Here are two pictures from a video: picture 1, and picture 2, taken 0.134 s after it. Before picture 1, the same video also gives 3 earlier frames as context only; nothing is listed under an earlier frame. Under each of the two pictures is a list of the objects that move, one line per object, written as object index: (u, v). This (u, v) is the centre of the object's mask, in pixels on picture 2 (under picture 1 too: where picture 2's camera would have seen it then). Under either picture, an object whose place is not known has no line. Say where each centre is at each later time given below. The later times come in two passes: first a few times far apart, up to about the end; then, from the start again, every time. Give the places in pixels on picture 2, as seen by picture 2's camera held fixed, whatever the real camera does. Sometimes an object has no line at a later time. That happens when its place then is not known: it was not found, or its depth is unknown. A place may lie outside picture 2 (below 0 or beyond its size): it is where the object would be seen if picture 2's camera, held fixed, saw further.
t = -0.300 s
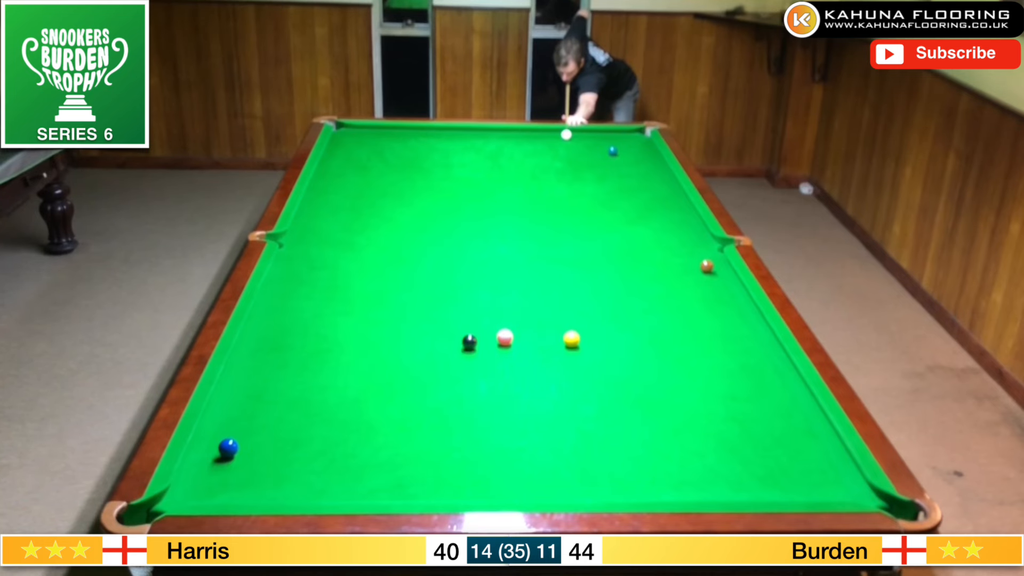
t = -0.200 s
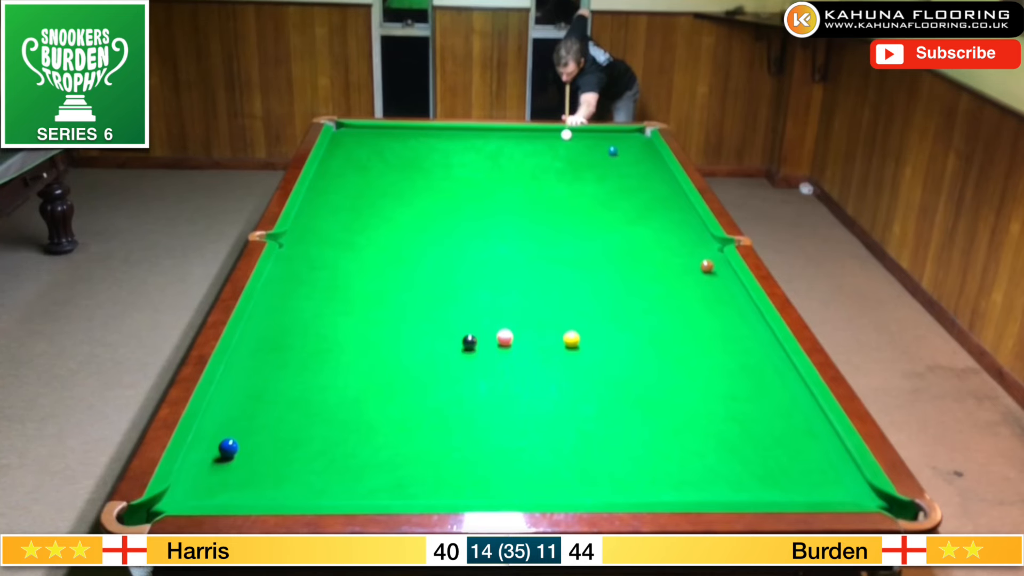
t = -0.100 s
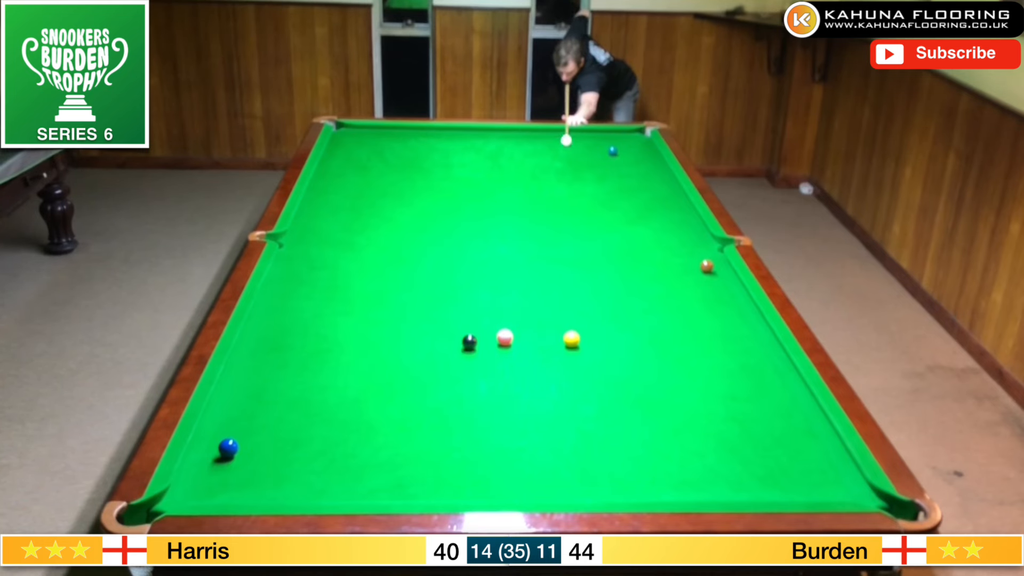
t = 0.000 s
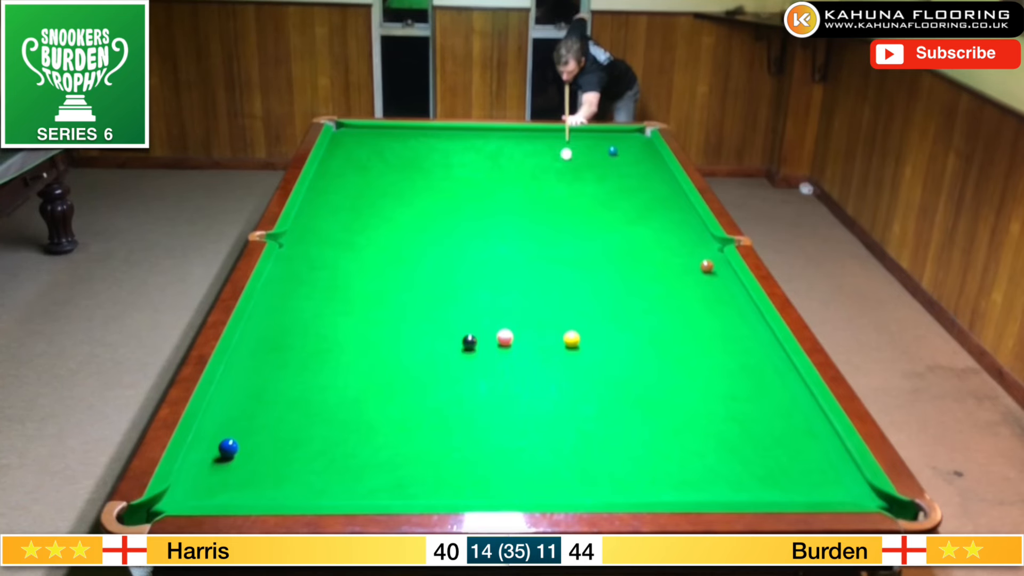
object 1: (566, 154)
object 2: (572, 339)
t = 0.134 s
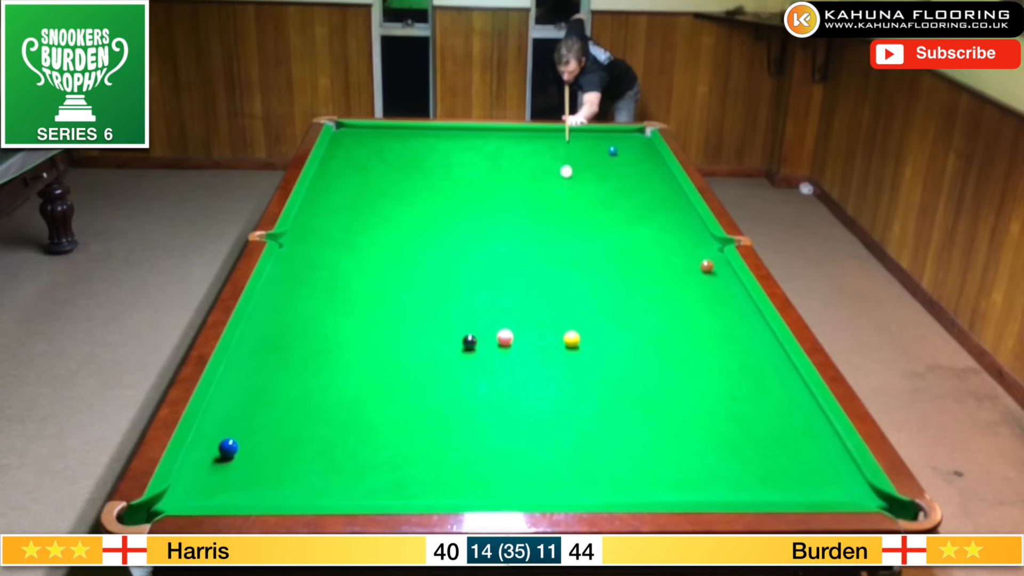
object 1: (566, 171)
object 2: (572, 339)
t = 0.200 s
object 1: (566, 181)
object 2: (572, 339)
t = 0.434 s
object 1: (567, 215)
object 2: (572, 339)
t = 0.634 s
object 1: (567, 249)
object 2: (572, 339)
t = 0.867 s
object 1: (568, 297)
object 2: (572, 339)
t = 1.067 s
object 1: (562, 333)
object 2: (578, 355)
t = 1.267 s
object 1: (546, 345)
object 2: (598, 402)
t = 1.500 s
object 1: (528, 363)
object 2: (621, 457)
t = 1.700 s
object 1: (513, 380)
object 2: (636, 487)
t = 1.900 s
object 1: (497, 396)
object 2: (632, 452)
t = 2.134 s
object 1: (479, 415)
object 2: (628, 418)
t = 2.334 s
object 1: (463, 431)
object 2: (625, 393)
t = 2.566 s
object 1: (445, 450)
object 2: (622, 367)
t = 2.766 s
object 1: (430, 466)
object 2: (620, 348)
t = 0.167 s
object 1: (566, 176)
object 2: (572, 339)
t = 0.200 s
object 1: (566, 181)
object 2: (572, 339)
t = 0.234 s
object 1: (566, 185)
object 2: (572, 339)
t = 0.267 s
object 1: (566, 190)
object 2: (572, 339)
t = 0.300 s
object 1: (566, 195)
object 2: (572, 339)
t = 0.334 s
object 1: (566, 199)
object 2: (572, 339)
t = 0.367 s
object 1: (566, 204)
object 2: (572, 339)
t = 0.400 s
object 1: (566, 210)
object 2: (572, 339)
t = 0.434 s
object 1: (567, 215)
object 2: (572, 339)
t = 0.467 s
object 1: (567, 220)
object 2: (572, 339)
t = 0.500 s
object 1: (567, 226)
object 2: (572, 339)
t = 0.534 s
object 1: (567, 231)
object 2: (572, 339)
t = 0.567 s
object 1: (567, 237)
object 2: (572, 339)
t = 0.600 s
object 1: (567, 243)
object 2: (572, 339)
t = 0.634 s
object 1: (567, 249)
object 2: (572, 339)
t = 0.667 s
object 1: (567, 256)
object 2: (572, 339)
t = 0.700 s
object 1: (567, 262)
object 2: (572, 339)
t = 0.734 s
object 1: (567, 269)
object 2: (572, 339)
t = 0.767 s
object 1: (567, 276)
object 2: (572, 339)
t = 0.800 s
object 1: (568, 283)
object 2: (572, 339)
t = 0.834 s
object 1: (568, 290)
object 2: (572, 339)
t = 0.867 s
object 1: (568, 297)
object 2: (572, 339)
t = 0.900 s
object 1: (568, 306)
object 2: (572, 339)
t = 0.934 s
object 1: (568, 313)
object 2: (572, 339)
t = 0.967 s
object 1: (568, 321)
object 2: (572, 339)
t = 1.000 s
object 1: (568, 328)
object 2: (572, 340)
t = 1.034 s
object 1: (565, 332)
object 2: (575, 346)
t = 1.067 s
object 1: (562, 333)
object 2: (578, 355)
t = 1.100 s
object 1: (559, 334)
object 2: (581, 363)
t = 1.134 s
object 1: (556, 336)
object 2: (585, 371)
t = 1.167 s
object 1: (554, 338)
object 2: (588, 380)
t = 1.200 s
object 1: (551, 340)
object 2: (592, 387)
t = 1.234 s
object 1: (549, 343)
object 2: (595, 395)
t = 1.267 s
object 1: (546, 345)
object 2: (598, 402)
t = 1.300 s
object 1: (544, 348)
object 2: (601, 410)
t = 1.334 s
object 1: (541, 351)
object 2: (604, 417)
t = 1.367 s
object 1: (539, 353)
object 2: (607, 425)
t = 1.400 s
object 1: (536, 356)
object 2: (610, 432)
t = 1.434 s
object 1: (533, 358)
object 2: (614, 441)
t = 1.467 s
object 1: (531, 361)
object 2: (617, 449)
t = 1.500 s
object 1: (528, 363)
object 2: (621, 457)
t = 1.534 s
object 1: (526, 366)
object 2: (624, 466)
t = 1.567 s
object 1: (523, 368)
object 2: (628, 475)
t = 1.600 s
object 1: (520, 371)
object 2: (632, 484)
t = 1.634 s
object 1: (518, 374)
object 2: (636, 491)
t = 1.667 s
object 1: (515, 377)
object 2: (637, 492)
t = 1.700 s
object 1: (513, 380)
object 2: (636, 487)
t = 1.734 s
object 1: (510, 382)
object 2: (635, 480)
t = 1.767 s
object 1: (508, 385)
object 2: (635, 475)
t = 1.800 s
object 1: (505, 388)
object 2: (634, 468)
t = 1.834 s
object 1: (502, 391)
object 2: (633, 463)
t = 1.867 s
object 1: (500, 393)
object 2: (632, 457)
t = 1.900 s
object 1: (497, 396)
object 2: (632, 452)
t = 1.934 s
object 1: (494, 399)
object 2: (631, 447)
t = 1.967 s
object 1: (492, 401)
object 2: (630, 442)
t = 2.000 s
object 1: (489, 404)
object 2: (630, 437)
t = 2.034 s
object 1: (487, 407)
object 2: (629, 432)
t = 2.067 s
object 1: (484, 409)
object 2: (629, 427)
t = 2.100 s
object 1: (481, 412)
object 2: (628, 422)
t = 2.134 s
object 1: (479, 415)
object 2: (628, 418)
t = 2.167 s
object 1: (476, 417)
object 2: (627, 414)
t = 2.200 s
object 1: (474, 420)
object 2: (627, 409)
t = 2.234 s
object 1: (471, 423)
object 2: (626, 405)
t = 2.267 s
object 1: (469, 426)
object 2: (626, 401)
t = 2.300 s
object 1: (466, 428)
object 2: (625, 397)
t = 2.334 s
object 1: (463, 431)
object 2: (625, 393)
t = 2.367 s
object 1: (461, 434)
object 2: (624, 389)
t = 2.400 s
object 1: (458, 437)
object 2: (624, 385)
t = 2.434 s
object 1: (456, 439)
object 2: (623, 381)
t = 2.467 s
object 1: (453, 442)
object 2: (623, 378)
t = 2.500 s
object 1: (450, 445)
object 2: (623, 374)
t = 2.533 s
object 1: (448, 448)
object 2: (622, 371)
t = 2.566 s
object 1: (445, 450)
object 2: (622, 367)
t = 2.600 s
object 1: (443, 453)
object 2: (622, 364)
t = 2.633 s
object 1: (440, 456)
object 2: (622, 361)
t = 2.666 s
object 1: (438, 458)
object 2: (621, 357)
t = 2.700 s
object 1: (435, 461)
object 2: (621, 354)
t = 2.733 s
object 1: (433, 463)
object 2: (621, 351)
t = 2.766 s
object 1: (430, 466)
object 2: (620, 348)
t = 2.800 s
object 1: (428, 469)
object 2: (620, 345)
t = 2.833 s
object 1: (425, 472)
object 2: (620, 342)
